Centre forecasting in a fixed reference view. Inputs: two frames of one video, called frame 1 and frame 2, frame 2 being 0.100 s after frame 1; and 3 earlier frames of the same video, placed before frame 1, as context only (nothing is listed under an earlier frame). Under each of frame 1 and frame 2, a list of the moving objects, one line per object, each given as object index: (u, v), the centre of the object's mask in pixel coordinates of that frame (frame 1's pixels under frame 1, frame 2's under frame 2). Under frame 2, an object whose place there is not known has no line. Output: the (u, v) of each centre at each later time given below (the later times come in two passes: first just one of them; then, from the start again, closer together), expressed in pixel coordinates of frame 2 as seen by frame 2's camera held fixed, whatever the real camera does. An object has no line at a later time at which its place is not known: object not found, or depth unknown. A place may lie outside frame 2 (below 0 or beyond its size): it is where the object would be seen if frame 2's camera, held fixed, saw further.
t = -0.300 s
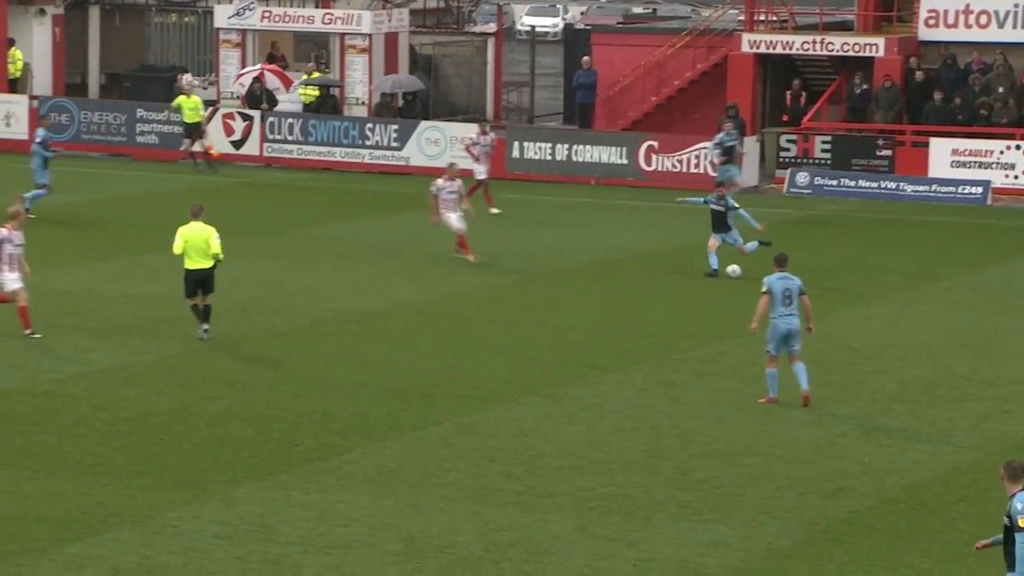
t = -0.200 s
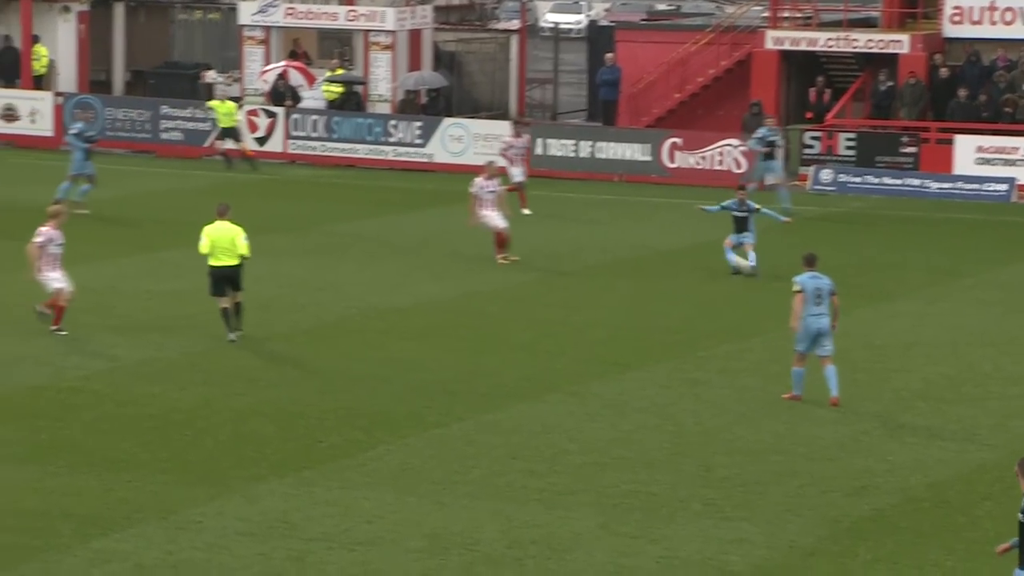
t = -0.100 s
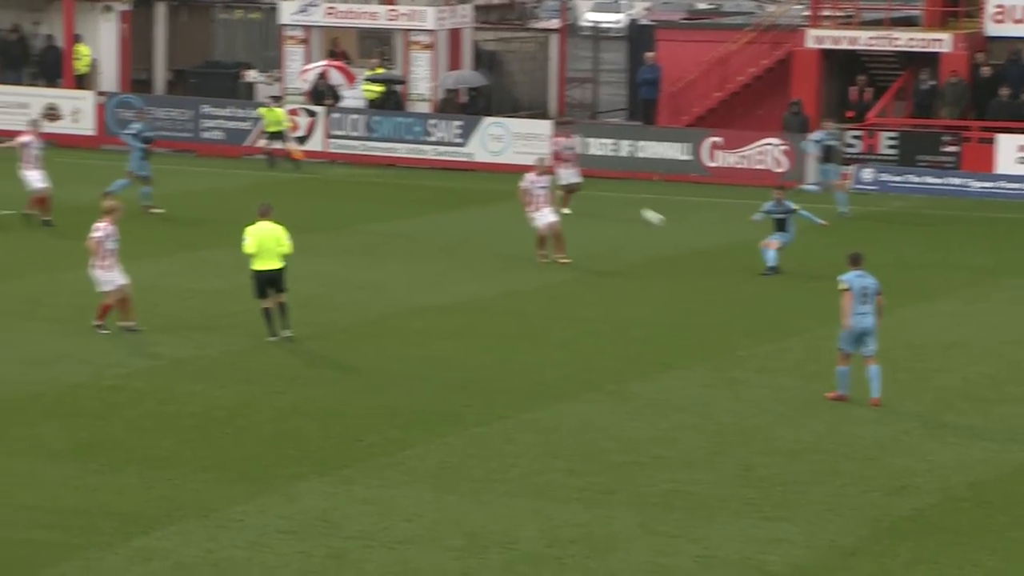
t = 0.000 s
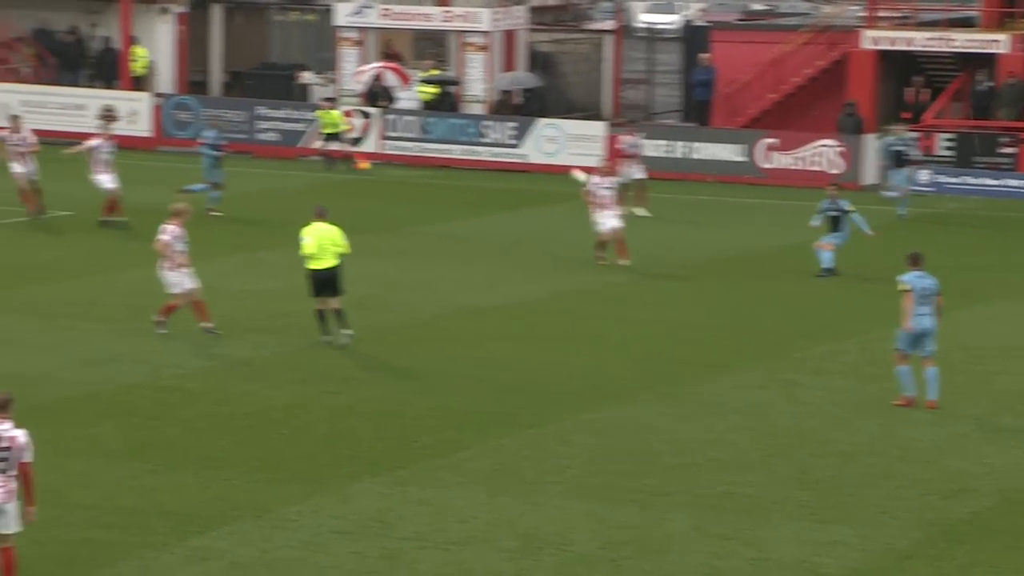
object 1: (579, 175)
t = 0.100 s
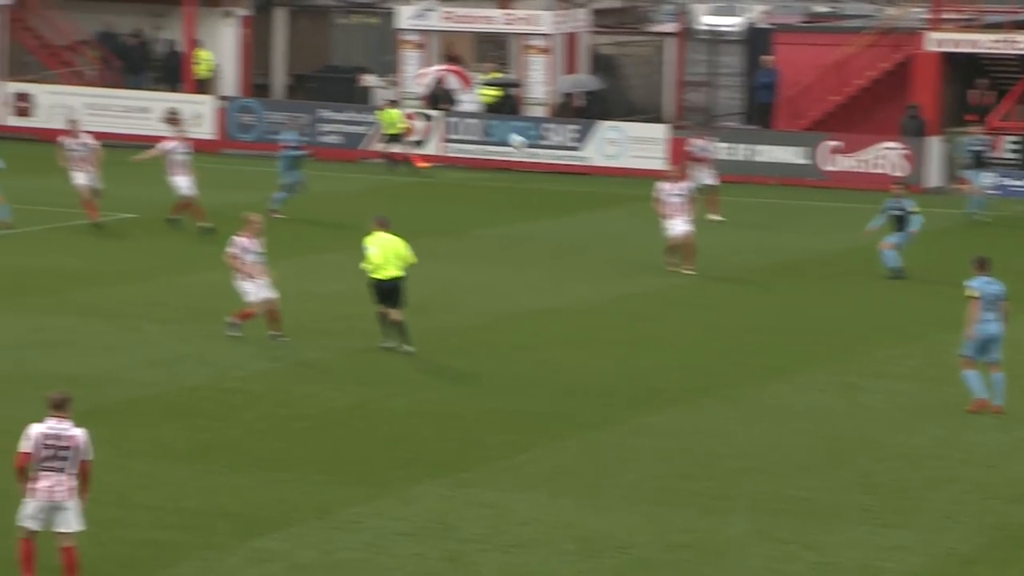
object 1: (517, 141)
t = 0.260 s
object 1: (321, 88)
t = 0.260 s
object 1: (321, 88)
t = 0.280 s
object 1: (298, 82)
